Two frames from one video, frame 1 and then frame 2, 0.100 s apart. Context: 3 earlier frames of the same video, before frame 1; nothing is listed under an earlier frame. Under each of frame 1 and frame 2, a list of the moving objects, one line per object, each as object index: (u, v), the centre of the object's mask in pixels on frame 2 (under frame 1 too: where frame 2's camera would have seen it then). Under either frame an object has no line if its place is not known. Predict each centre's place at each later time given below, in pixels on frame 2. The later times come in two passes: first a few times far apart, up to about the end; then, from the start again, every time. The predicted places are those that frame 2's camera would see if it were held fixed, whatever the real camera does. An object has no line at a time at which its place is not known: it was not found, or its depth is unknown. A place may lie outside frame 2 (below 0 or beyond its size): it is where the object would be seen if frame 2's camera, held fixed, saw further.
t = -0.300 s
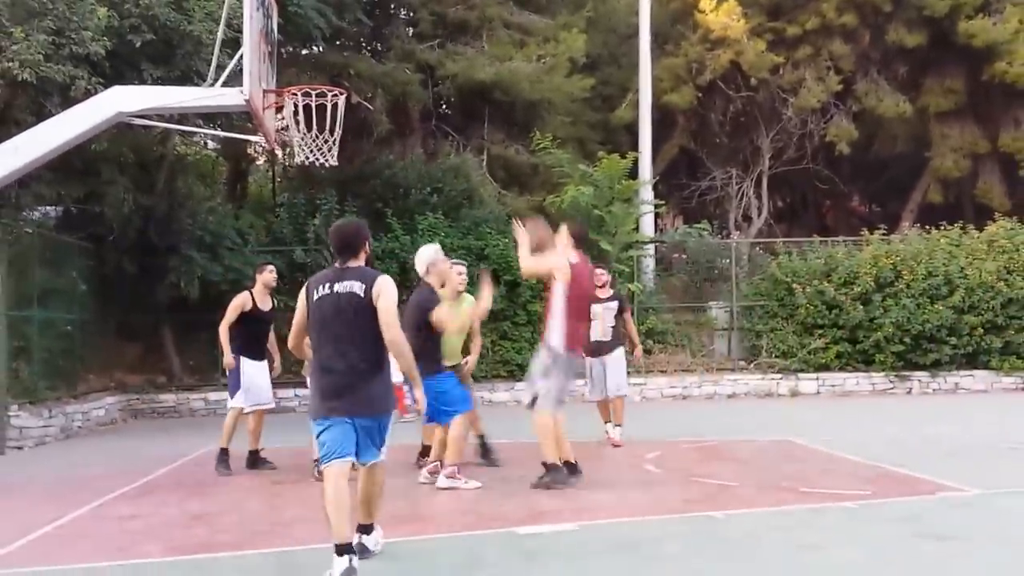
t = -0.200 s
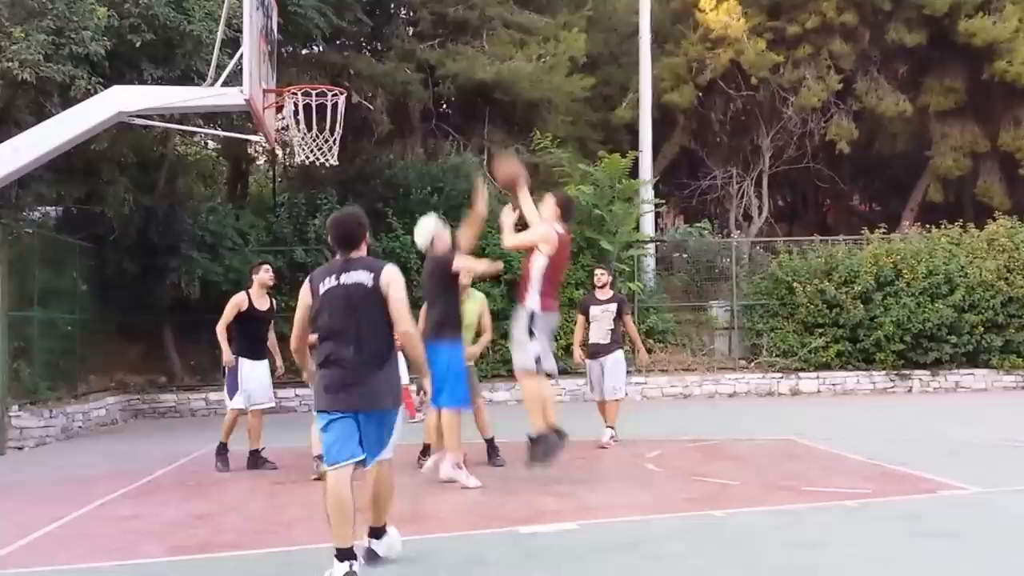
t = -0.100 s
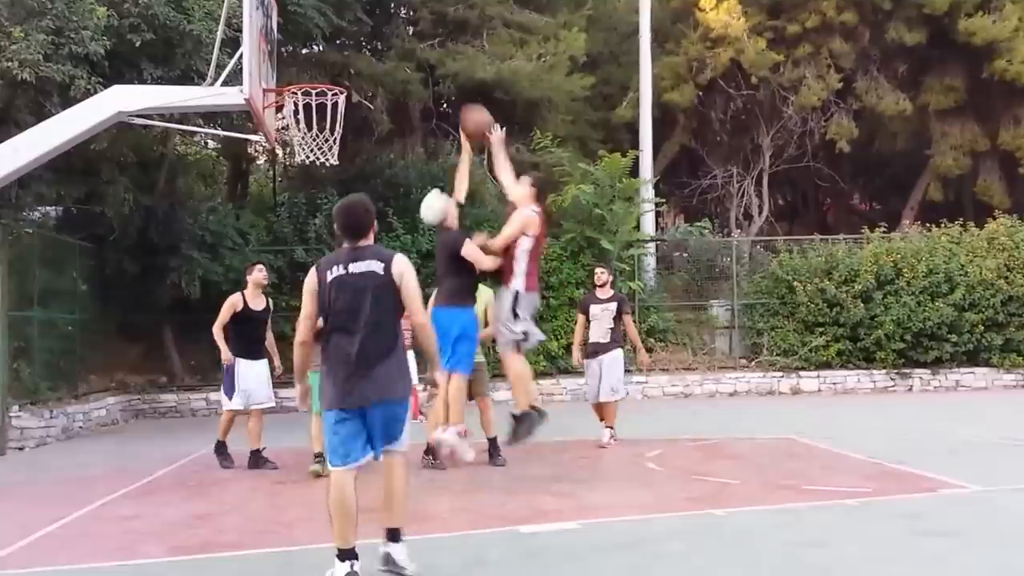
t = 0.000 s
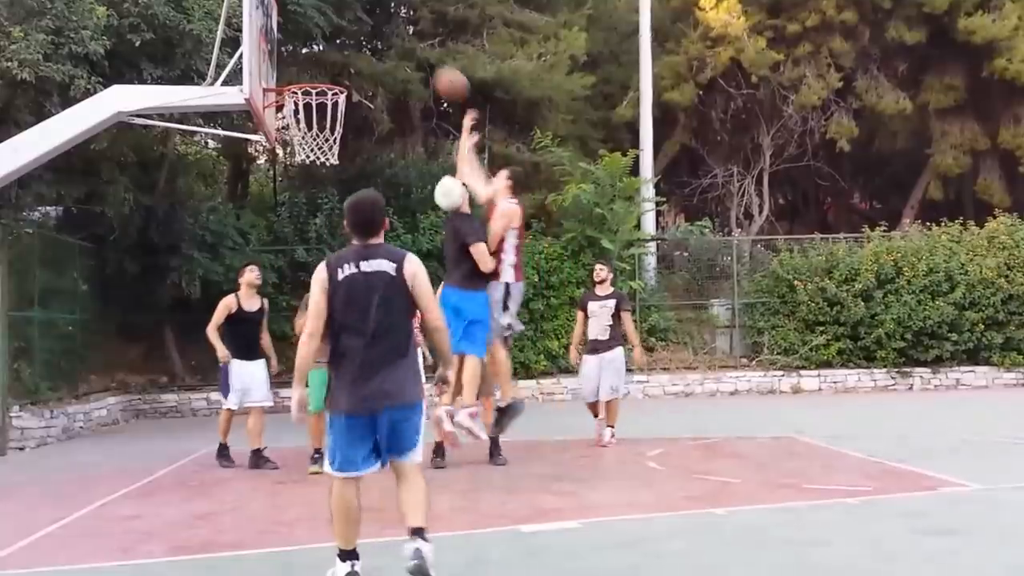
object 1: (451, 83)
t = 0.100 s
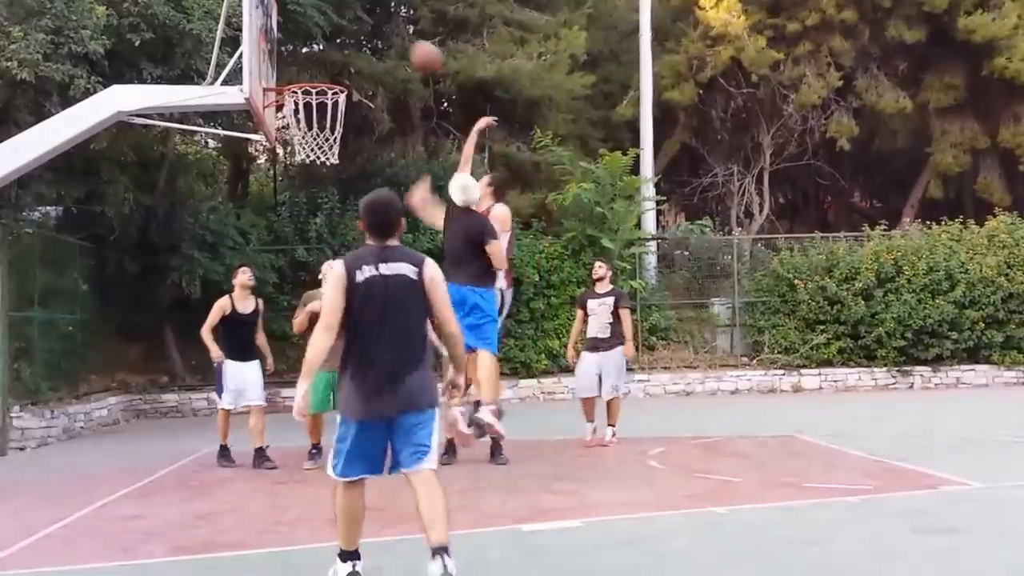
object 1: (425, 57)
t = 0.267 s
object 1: (385, 41)
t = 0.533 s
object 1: (330, 58)
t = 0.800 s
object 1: (306, 56)
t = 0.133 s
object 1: (417, 51)
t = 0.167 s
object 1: (410, 47)
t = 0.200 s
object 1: (401, 44)
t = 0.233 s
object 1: (393, 42)
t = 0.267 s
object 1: (385, 41)
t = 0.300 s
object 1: (377, 43)
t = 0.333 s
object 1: (368, 46)
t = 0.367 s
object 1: (361, 49)
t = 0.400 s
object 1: (352, 53)
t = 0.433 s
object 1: (345, 61)
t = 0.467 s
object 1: (336, 68)
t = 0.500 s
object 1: (333, 65)
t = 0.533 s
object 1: (330, 58)
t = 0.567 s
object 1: (327, 53)
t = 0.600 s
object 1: (325, 50)
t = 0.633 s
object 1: (321, 47)
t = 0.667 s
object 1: (318, 46)
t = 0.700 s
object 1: (315, 46)
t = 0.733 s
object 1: (312, 48)
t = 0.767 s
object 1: (309, 51)
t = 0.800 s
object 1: (306, 56)
